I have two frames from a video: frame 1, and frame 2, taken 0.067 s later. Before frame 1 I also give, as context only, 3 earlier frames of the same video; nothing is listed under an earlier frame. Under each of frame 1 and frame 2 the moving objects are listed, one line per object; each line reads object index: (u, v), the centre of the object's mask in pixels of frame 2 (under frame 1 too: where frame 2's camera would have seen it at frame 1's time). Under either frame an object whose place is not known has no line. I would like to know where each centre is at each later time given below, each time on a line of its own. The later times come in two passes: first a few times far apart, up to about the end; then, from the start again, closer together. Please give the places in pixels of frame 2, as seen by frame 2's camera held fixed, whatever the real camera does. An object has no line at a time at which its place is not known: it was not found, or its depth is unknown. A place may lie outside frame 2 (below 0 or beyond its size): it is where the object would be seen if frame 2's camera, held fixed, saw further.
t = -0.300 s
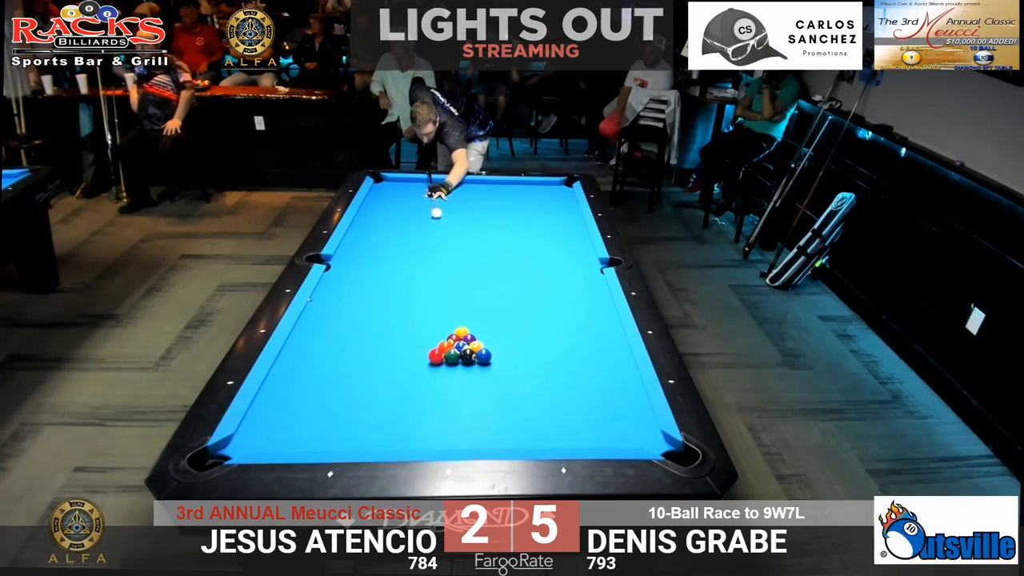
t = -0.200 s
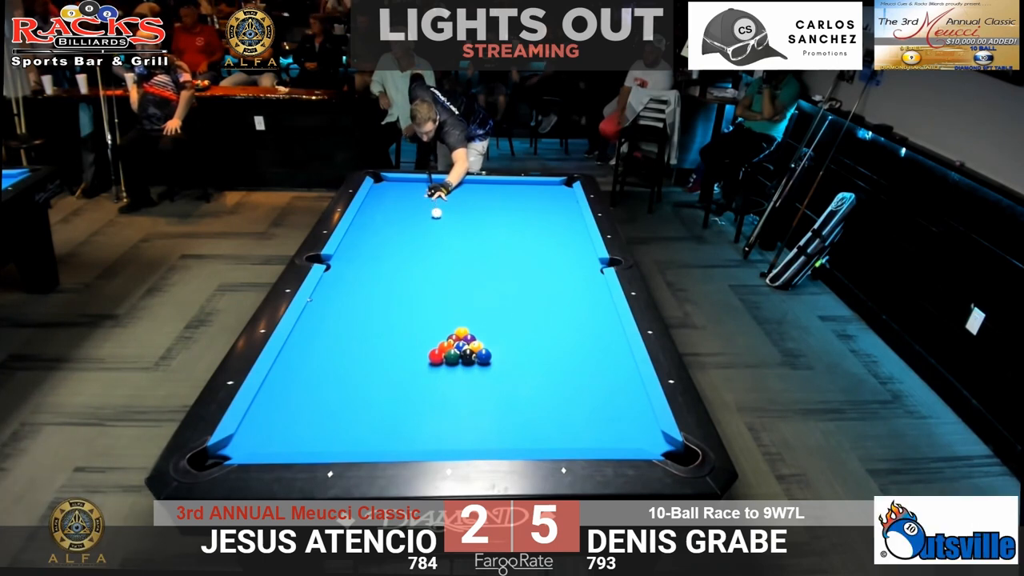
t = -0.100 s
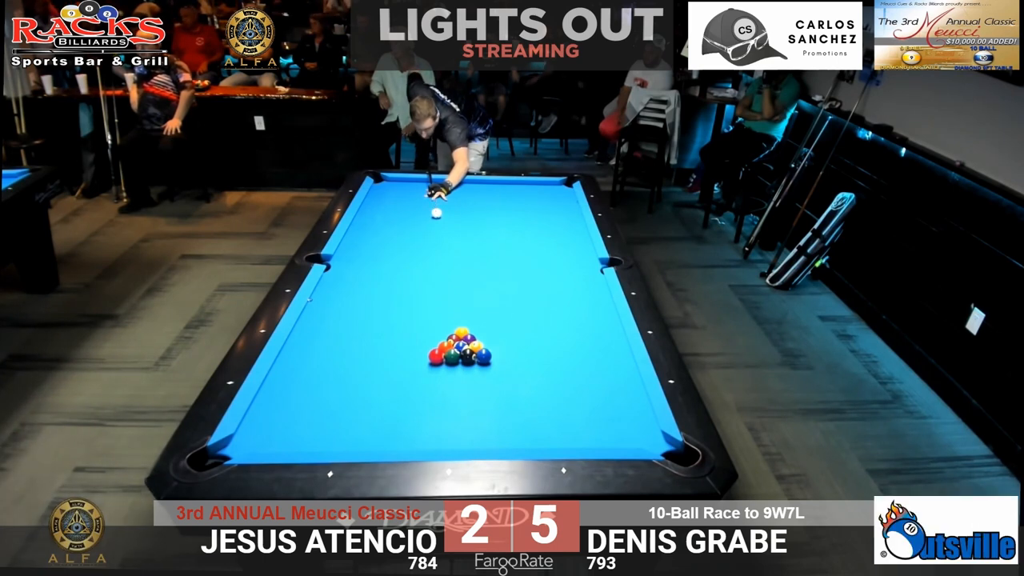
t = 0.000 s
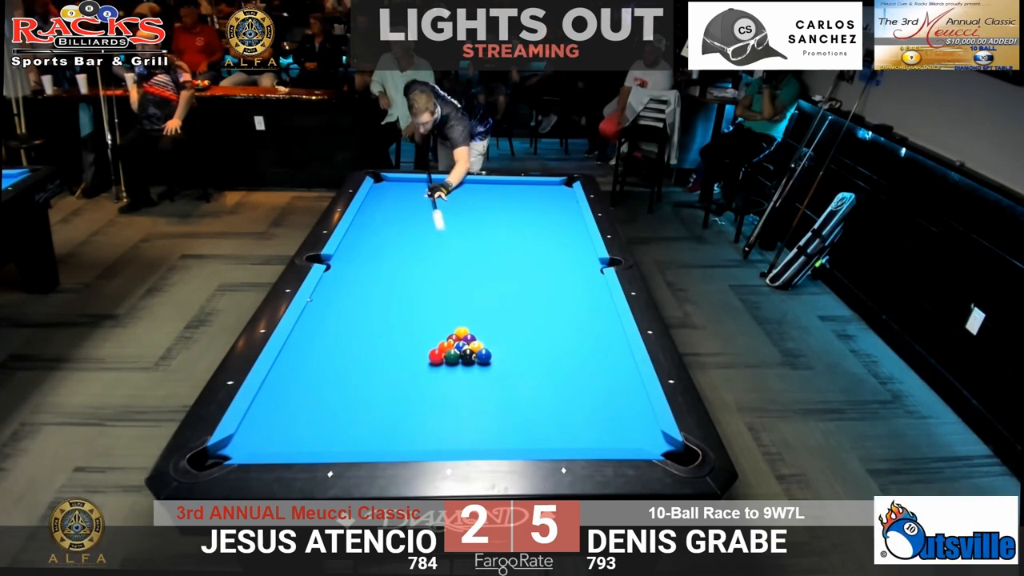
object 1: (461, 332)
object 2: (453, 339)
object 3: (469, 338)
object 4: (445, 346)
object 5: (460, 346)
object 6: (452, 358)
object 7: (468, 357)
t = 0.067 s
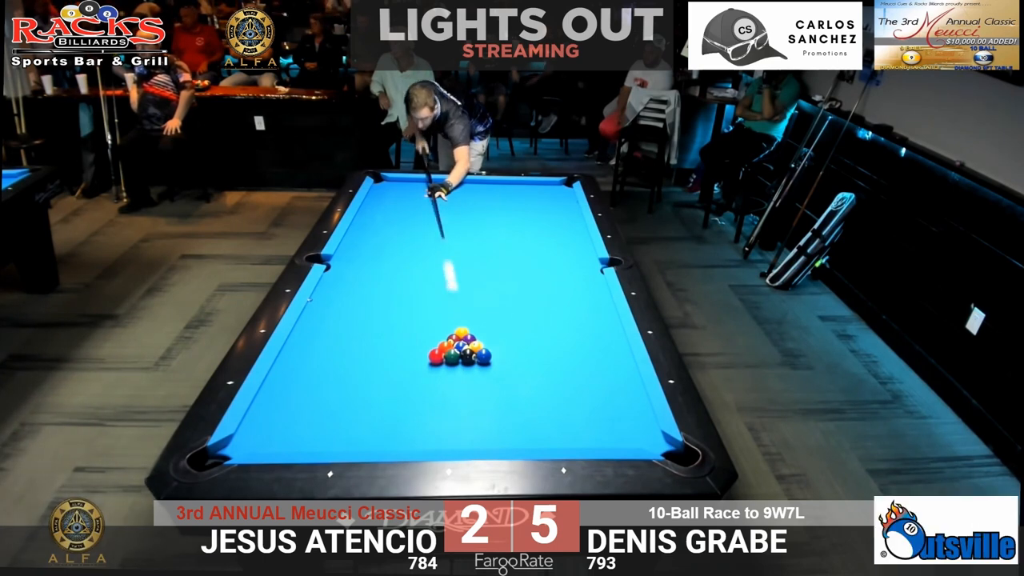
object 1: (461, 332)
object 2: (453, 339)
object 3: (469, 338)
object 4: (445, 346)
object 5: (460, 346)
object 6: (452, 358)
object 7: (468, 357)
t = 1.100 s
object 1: (534, 251)
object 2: (403, 315)
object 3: (508, 264)
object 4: (313, 314)
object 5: (421, 333)
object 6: (374, 374)
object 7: (479, 331)
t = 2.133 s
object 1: (570, 197)
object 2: (369, 297)
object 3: (456, 222)
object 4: (407, 283)
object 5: (420, 276)
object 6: (302, 356)
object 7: (487, 245)
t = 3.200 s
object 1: (560, 186)
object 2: (349, 288)
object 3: (421, 194)
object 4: (470, 263)
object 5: (420, 241)
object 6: (315, 348)
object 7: (490, 195)
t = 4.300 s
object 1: (559, 186)
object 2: (344, 286)
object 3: (396, 183)
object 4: (511, 250)
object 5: (422, 219)
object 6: (327, 345)
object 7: (490, 196)
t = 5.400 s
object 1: (559, 186)
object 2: (344, 286)
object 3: (380, 191)
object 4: (534, 242)
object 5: (423, 206)
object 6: (327, 345)
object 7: (490, 217)
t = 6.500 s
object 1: (559, 186)
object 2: (344, 286)
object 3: (373, 194)
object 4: (543, 240)
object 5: (426, 200)
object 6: (327, 346)
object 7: (490, 233)
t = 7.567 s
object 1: (559, 186)
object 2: (344, 286)
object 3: (372, 194)
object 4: (543, 240)
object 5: (426, 199)
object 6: (327, 345)
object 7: (488, 243)
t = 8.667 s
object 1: (559, 186)
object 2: (344, 286)
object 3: (372, 194)
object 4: (543, 240)
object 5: (426, 200)
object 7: (487, 245)
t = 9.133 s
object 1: (559, 186)
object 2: (344, 286)
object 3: (372, 194)
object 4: (543, 240)
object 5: (426, 199)
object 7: (487, 245)
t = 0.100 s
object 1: (461, 332)
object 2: (453, 339)
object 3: (469, 338)
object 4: (445, 346)
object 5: (460, 346)
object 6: (452, 358)
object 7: (468, 357)
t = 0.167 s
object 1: (467, 322)
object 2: (449, 339)
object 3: (482, 334)
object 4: (433, 346)
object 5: (456, 351)
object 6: (445, 377)
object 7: (468, 376)
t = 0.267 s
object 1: (475, 317)
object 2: (443, 337)
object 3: (501, 324)
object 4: (417, 342)
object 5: (449, 355)
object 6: (431, 415)
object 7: (468, 409)
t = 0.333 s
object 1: (482, 311)
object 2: (440, 335)
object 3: (511, 318)
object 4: (406, 339)
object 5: (444, 357)
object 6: (423, 438)
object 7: (467, 430)
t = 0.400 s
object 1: (487, 305)
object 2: (436, 333)
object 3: (522, 312)
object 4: (396, 337)
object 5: (439, 360)
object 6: (418, 436)
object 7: (468, 441)
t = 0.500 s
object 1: (496, 297)
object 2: (431, 330)
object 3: (537, 304)
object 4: (381, 333)
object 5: (432, 366)
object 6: (416, 414)
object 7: (470, 422)
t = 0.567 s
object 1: (501, 291)
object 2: (427, 328)
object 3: (546, 298)
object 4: (372, 331)
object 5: (427, 366)
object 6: (415, 402)
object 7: (471, 409)
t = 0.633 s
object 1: (506, 286)
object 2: (424, 326)
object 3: (548, 293)
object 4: (362, 329)
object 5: (422, 368)
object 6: (414, 390)
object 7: (473, 398)
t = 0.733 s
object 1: (513, 279)
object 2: (419, 323)
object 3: (534, 285)
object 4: (348, 326)
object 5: (420, 364)
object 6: (408, 381)
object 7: (474, 381)
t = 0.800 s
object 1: (518, 274)
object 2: (416, 322)
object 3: (528, 280)
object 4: (338, 323)
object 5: (421, 356)
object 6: (401, 381)
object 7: (475, 371)
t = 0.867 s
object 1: (522, 267)
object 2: (413, 320)
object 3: (523, 276)
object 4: (329, 321)
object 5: (421, 350)
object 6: (395, 379)
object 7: (477, 361)
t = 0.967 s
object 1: (527, 261)
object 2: (408, 318)
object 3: (516, 270)
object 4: (316, 318)
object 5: (421, 343)
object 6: (386, 377)
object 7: (478, 347)
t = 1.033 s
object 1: (531, 256)
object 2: (406, 316)
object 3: (512, 267)
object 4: (308, 316)
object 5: (420, 338)
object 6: (380, 375)
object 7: (479, 339)
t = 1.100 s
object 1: (534, 251)
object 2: (403, 315)
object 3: (508, 264)
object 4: (313, 314)
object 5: (421, 333)
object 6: (374, 374)
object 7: (479, 331)
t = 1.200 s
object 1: (538, 245)
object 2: (399, 313)
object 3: (501, 259)
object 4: (324, 310)
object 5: (421, 326)
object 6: (366, 372)
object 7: (480, 320)
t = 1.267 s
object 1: (541, 240)
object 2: (396, 311)
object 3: (498, 256)
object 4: (331, 308)
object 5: (421, 322)
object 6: (361, 370)
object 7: (481, 313)
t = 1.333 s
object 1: (544, 236)
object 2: (394, 310)
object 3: (494, 252)
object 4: (338, 306)
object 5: (420, 318)
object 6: (356, 369)
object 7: (482, 306)
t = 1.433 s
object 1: (547, 230)
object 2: (390, 308)
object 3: (488, 248)
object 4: (348, 302)
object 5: (420, 312)
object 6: (348, 367)
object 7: (483, 297)
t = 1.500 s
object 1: (550, 227)
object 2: (388, 307)
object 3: (485, 245)
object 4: (354, 300)
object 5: (420, 308)
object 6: (343, 366)
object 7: (483, 291)
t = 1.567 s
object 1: (552, 223)
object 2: (386, 306)
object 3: (481, 243)
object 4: (360, 298)
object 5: (420, 303)
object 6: (338, 365)
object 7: (484, 285)
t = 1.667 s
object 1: (556, 218)
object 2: (382, 304)
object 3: (477, 239)
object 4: (369, 295)
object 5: (420, 299)
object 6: (331, 363)
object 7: (485, 277)
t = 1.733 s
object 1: (558, 215)
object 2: (380, 303)
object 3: (473, 236)
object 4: (375, 293)
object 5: (420, 295)
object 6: (327, 362)
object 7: (485, 272)
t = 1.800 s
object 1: (560, 211)
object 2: (378, 302)
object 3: (470, 234)
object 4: (381, 290)
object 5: (420, 292)
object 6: (322, 361)
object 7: (485, 267)
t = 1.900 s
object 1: (563, 207)
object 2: (375, 300)
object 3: (466, 230)
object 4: (389, 289)
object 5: (420, 287)
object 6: (316, 359)
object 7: (486, 260)
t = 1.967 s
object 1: (565, 204)
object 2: (373, 299)
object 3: (463, 227)
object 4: (394, 287)
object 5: (420, 283)
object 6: (312, 358)
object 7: (486, 255)
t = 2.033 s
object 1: (567, 201)
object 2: (372, 298)
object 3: (460, 225)
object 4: (399, 286)
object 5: (420, 281)
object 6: (308, 357)
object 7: (487, 251)
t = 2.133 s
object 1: (570, 197)
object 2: (369, 297)
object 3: (456, 222)
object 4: (407, 283)
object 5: (420, 276)
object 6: (302, 356)
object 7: (487, 245)
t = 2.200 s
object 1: (570, 194)
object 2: (367, 296)
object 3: (454, 220)
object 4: (411, 282)
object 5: (420, 273)
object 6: (298, 355)
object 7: (488, 241)
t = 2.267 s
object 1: (568, 192)
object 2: (366, 295)
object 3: (451, 218)
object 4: (416, 277)
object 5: (420, 270)
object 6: (294, 354)
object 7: (488, 237)
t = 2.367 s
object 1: (566, 189)
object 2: (363, 294)
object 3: (448, 215)
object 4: (423, 278)
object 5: (420, 266)
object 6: (289, 353)
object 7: (489, 232)
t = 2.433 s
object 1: (568, 188)
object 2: (362, 294)
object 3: (445, 213)
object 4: (427, 277)
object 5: (420, 265)
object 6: (289, 352)
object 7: (489, 228)
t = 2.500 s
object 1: (567, 186)
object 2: (360, 293)
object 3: (443, 211)
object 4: (431, 275)
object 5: (420, 262)
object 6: (291, 352)
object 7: (488, 225)
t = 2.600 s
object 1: (567, 186)
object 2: (358, 292)
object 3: (440, 208)
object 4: (438, 273)
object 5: (420, 259)
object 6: (295, 351)
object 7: (489, 220)
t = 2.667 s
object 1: (566, 186)
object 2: (357, 291)
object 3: (437, 206)
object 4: (441, 272)
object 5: (420, 257)
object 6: (298, 351)
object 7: (489, 217)
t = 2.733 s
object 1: (564, 186)
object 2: (355, 291)
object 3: (435, 205)
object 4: (445, 271)
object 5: (420, 254)
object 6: (301, 351)
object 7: (489, 214)
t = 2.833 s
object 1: (562, 186)
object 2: (354, 290)
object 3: (432, 202)
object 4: (451, 269)
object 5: (420, 251)
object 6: (304, 350)
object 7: (490, 209)
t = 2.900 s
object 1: (562, 186)
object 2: (353, 290)
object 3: (430, 201)
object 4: (454, 268)
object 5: (420, 249)
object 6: (306, 349)
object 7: (490, 207)
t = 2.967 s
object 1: (561, 186)
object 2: (352, 289)
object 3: (428, 199)
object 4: (458, 267)
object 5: (420, 248)
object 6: (308, 349)
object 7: (490, 204)
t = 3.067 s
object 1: (560, 186)
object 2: (350, 288)
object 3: (425, 197)
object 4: (463, 265)
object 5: (420, 245)
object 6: (311, 349)
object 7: (490, 200)
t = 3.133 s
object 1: (560, 186)
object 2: (350, 288)
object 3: (423, 195)
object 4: (467, 264)
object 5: (420, 243)
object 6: (313, 348)
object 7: (490, 197)
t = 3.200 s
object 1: (560, 186)
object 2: (349, 288)
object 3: (421, 194)
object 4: (470, 263)
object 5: (420, 241)
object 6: (315, 348)
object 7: (490, 195)
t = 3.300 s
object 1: (560, 186)
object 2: (348, 287)
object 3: (419, 192)
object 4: (474, 262)
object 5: (421, 239)
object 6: (317, 347)
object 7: (490, 191)
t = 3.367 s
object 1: (559, 186)
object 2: (347, 287)
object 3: (417, 190)
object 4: (477, 261)
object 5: (421, 237)
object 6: (319, 347)
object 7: (490, 189)
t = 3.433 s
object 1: (559, 186)
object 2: (347, 287)
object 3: (415, 189)
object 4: (480, 260)
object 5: (421, 235)
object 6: (320, 347)
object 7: (490, 187)
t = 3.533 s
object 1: (559, 186)
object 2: (346, 286)
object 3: (413, 187)
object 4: (484, 258)
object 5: (421, 233)
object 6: (322, 346)
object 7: (490, 184)
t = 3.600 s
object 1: (559, 186)
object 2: (345, 286)
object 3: (411, 186)
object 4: (487, 258)
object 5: (421, 232)
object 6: (323, 346)
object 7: (490, 182)
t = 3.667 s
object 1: (559, 186)
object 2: (345, 286)
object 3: (409, 184)
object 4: (490, 257)
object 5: (421, 230)
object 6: (323, 346)
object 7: (490, 184)
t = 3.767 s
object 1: (559, 186)
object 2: (345, 286)
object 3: (407, 183)
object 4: (494, 255)
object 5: (421, 228)
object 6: (324, 346)
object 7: (490, 186)
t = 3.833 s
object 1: (559, 186)
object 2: (344, 286)
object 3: (406, 182)
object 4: (496, 255)
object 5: (421, 227)
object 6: (325, 346)
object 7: (489, 187)
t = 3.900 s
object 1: (559, 186)
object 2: (344, 286)
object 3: (404, 181)
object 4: (498, 254)
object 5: (422, 226)
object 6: (326, 346)
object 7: (490, 189)
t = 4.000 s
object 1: (559, 186)
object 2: (344, 286)
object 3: (402, 181)
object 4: (502, 253)
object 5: (422, 224)
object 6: (326, 346)
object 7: (490, 190)
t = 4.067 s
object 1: (559, 186)
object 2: (344, 286)
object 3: (401, 181)
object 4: (504, 252)
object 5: (422, 222)
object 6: (327, 346)
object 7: (490, 192)
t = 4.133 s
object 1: (559, 186)
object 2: (344, 286)
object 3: (399, 182)
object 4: (506, 252)
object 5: (422, 222)
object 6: (327, 345)
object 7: (490, 193)
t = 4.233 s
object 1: (559, 186)
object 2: (344, 286)
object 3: (397, 183)
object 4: (509, 251)
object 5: (422, 220)
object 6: (327, 345)
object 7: (490, 195)
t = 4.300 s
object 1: (559, 186)
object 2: (344, 286)
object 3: (396, 183)
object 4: (511, 250)
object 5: (422, 219)
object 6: (327, 345)
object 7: (490, 196)
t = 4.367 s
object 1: (559, 186)
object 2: (344, 286)
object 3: (395, 184)
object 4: (513, 250)
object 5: (422, 218)
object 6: (327, 345)
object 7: (490, 198)
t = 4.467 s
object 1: (559, 186)
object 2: (344, 286)
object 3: (393, 185)
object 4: (516, 249)
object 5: (422, 216)
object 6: (327, 345)
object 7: (490, 200)
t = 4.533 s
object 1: (559, 186)
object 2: (344, 286)
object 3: (392, 186)
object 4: (518, 248)
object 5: (422, 216)
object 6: (327, 345)
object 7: (490, 201)
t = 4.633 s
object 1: (559, 186)
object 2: (344, 286)
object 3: (390, 186)
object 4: (520, 247)
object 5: (422, 214)
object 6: (327, 345)
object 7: (490, 203)
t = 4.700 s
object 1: (559, 186)
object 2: (344, 286)
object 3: (389, 186)
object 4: (522, 247)
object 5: (422, 213)
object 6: (327, 345)
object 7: (490, 204)
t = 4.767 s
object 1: (559, 186)
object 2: (344, 286)
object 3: (388, 187)
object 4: (523, 246)
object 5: (423, 212)
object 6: (327, 345)
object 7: (490, 205)
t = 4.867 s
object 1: (559, 186)
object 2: (344, 286)
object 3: (386, 188)
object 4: (525, 246)
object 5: (423, 211)
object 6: (327, 345)
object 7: (490, 207)
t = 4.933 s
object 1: (559, 186)
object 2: (344, 286)
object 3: (386, 188)
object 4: (526, 245)
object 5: (423, 211)
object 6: (327, 345)
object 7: (490, 209)
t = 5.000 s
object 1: (559, 186)
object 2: (344, 286)
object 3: (385, 188)
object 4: (528, 245)
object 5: (423, 210)
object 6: (327, 345)
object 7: (489, 210)
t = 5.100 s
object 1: (559, 186)
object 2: (344, 286)
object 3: (383, 189)
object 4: (530, 244)
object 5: (423, 209)
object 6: (327, 345)
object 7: (489, 211)
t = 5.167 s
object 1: (559, 186)
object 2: (344, 286)
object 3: (383, 189)
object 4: (531, 244)
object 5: (423, 208)
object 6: (327, 345)
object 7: (489, 213)
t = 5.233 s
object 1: (559, 186)
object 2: (344, 286)
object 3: (382, 190)
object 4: (532, 243)
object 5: (423, 207)
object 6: (327, 345)
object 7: (489, 214)
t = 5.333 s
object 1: (559, 186)
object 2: (344, 286)
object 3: (381, 190)
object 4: (533, 243)
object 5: (423, 206)
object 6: (327, 345)
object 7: (489, 216)
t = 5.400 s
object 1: (559, 186)
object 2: (344, 286)
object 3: (380, 191)
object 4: (534, 242)
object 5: (423, 206)
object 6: (327, 345)
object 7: (490, 217)
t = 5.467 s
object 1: (559, 186)
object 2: (344, 286)
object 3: (379, 191)
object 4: (535, 242)
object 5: (423, 206)
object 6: (327, 345)
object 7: (490, 218)
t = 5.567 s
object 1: (559, 186)
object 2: (344, 286)
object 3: (378, 191)
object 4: (536, 242)
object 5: (424, 205)
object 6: (327, 345)
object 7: (490, 220)
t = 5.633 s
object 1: (559, 186)
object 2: (344, 286)
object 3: (377, 192)
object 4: (537, 242)
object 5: (424, 204)
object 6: (327, 345)
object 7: (490, 221)
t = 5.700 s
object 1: (559, 186)
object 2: (344, 286)
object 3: (377, 192)
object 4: (538, 241)
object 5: (424, 204)
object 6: (327, 345)
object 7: (490, 222)
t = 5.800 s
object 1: (559, 186)
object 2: (344, 286)
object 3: (376, 192)
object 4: (539, 241)
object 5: (425, 203)
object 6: (327, 345)
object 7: (490, 223)
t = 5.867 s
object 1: (559, 186)
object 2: (344, 286)
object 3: (376, 192)
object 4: (539, 241)
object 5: (425, 203)
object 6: (327, 345)
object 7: (490, 224)
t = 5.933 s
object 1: (559, 186)
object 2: (344, 286)
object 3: (375, 193)
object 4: (540, 241)
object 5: (425, 203)
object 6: (327, 345)
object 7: (490, 225)
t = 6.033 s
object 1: (559, 186)
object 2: (344, 286)
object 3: (374, 193)
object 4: (540, 241)
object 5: (425, 202)
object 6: (327, 345)
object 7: (490, 227)
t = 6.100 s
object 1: (559, 186)
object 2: (344, 286)
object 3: (374, 193)
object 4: (541, 240)
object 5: (426, 201)
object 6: (327, 345)
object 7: (490, 228)
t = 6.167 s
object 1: (559, 186)
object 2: (344, 286)
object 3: (374, 194)
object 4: (541, 240)
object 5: (426, 201)
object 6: (327, 345)
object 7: (490, 229)
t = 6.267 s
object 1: (559, 186)
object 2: (344, 286)
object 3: (373, 194)
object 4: (542, 240)
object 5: (426, 201)
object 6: (327, 346)
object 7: (490, 230)
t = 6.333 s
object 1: (559, 186)
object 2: (344, 286)
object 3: (373, 194)
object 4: (542, 240)
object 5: (426, 201)
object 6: (327, 346)
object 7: (490, 231)
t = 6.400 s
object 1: (559, 186)
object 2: (344, 286)
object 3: (373, 194)
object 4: (542, 240)
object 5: (426, 200)
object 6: (327, 346)
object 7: (490, 232)
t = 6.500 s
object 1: (559, 186)
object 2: (344, 286)
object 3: (373, 194)
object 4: (543, 240)
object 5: (426, 200)
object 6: (327, 346)
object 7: (490, 233)
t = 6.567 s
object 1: (559, 186)
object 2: (344, 286)
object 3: (372, 194)
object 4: (543, 240)
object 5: (426, 200)
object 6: (327, 346)
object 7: (490, 234)
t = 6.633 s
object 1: (559, 186)
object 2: (344, 286)
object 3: (372, 194)
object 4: (543, 240)
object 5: (426, 200)
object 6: (327, 346)
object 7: (490, 234)
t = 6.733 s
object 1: (559, 186)
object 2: (344, 286)
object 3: (372, 194)
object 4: (543, 240)
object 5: (426, 200)
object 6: (327, 346)
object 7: (490, 236)
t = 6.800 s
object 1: (559, 186)
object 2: (344, 286)
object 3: (372, 194)
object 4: (543, 240)
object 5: (426, 199)
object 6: (327, 346)
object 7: (490, 236)
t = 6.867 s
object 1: (559, 186)
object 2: (344, 286)
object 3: (372, 194)
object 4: (543, 240)
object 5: (426, 199)
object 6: (327, 346)
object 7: (490, 237)
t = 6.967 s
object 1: (559, 186)
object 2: (344, 286)
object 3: (372, 194)
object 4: (543, 240)
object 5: (426, 199)
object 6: (327, 346)
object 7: (490, 238)
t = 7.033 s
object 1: (559, 186)
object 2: (344, 286)
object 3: (372, 194)
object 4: (543, 240)
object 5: (426, 199)
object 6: (327, 346)
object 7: (490, 239)
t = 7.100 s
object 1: (559, 186)
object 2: (344, 286)
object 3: (372, 194)
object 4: (543, 240)
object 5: (426, 199)
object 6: (327, 345)
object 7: (490, 239)
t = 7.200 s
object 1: (559, 186)
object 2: (344, 286)
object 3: (372, 194)
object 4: (542, 240)
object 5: (426, 199)
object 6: (327, 346)
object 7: (489, 240)
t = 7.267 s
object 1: (559, 186)
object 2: (344, 286)
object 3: (372, 194)
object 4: (543, 240)
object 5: (426, 199)
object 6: (327, 345)
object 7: (489, 241)
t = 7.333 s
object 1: (559, 186)
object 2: (344, 286)
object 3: (372, 194)
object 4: (543, 240)
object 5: (426, 199)
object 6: (327, 345)
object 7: (489, 241)
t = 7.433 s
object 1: (559, 186)
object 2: (344, 286)
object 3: (372, 194)
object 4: (543, 240)
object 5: (426, 199)
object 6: (327, 345)
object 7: (489, 242)
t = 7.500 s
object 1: (559, 186)
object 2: (344, 286)
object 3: (372, 194)
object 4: (543, 240)
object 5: (426, 199)
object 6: (327, 345)
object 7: (489, 242)
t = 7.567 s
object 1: (559, 186)
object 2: (344, 286)
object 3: (372, 194)
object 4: (543, 240)
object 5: (426, 199)
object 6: (327, 345)
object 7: (488, 243)
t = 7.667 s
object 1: (559, 186)
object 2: (344, 286)
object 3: (372, 194)
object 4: (543, 240)
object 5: (426, 199)
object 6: (327, 345)
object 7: (488, 243)
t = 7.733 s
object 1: (559, 186)
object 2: (344, 286)
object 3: (372, 194)
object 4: (543, 240)
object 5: (426, 199)
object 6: (327, 345)
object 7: (488, 243)
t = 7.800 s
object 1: (559, 186)
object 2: (344, 286)
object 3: (372, 194)
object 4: (543, 240)
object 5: (426, 199)
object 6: (327, 345)
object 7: (488, 244)
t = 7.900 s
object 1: (559, 186)
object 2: (344, 286)
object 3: (372, 194)
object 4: (543, 240)
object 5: (426, 199)
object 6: (327, 345)
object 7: (488, 244)
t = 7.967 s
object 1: (559, 186)
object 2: (344, 286)
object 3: (372, 194)
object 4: (543, 240)
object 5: (426, 199)
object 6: (327, 345)
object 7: (487, 244)
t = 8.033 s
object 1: (559, 186)
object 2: (344, 286)
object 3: (372, 194)
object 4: (543, 240)
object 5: (426, 199)
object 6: (327, 346)
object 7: (487, 244)
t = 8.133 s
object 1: (559, 186)
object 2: (344, 286)
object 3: (372, 194)
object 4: (543, 240)
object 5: (426, 200)
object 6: (327, 345)
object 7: (487, 245)
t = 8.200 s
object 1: (559, 186)
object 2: (344, 286)
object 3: (372, 194)
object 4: (543, 240)
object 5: (426, 199)
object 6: (327, 345)
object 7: (487, 245)
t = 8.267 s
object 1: (559, 186)
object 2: (344, 286)
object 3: (372, 194)
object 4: (543, 240)
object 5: (426, 199)
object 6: (327, 345)
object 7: (487, 245)
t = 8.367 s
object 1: (559, 186)
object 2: (344, 286)
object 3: (372, 194)
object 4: (543, 240)
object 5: (426, 199)
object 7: (487, 245)
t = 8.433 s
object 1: (559, 186)
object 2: (344, 286)
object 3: (372, 194)
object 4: (543, 240)
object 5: (426, 199)
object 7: (487, 245)
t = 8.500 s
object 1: (559, 186)
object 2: (344, 286)
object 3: (372, 194)
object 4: (543, 240)
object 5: (426, 199)
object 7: (487, 245)
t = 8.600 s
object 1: (559, 186)
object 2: (344, 286)
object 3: (372, 194)
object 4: (543, 240)
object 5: (426, 200)
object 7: (487, 245)
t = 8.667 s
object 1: (559, 186)
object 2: (344, 286)
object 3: (372, 194)
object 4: (543, 240)
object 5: (426, 200)
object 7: (487, 245)
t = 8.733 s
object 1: (559, 186)
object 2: (344, 286)
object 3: (372, 194)
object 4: (543, 240)
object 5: (426, 200)
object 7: (487, 245)
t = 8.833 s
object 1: (559, 186)
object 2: (344, 286)
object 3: (372, 194)
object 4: (543, 240)
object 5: (426, 200)
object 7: (487, 245)
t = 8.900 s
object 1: (559, 186)
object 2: (344, 286)
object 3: (372, 194)
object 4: (542, 240)
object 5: (426, 200)
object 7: (487, 245)
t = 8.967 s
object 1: (559, 186)
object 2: (344, 286)
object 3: (372, 194)
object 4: (543, 240)
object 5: (426, 200)
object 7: (487, 245)
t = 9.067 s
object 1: (559, 186)
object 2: (344, 286)
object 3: (372, 194)
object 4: (543, 240)
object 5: (426, 200)
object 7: (487, 245)
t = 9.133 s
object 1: (559, 186)
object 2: (344, 286)
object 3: (372, 194)
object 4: (543, 240)
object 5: (426, 199)
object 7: (487, 245)
